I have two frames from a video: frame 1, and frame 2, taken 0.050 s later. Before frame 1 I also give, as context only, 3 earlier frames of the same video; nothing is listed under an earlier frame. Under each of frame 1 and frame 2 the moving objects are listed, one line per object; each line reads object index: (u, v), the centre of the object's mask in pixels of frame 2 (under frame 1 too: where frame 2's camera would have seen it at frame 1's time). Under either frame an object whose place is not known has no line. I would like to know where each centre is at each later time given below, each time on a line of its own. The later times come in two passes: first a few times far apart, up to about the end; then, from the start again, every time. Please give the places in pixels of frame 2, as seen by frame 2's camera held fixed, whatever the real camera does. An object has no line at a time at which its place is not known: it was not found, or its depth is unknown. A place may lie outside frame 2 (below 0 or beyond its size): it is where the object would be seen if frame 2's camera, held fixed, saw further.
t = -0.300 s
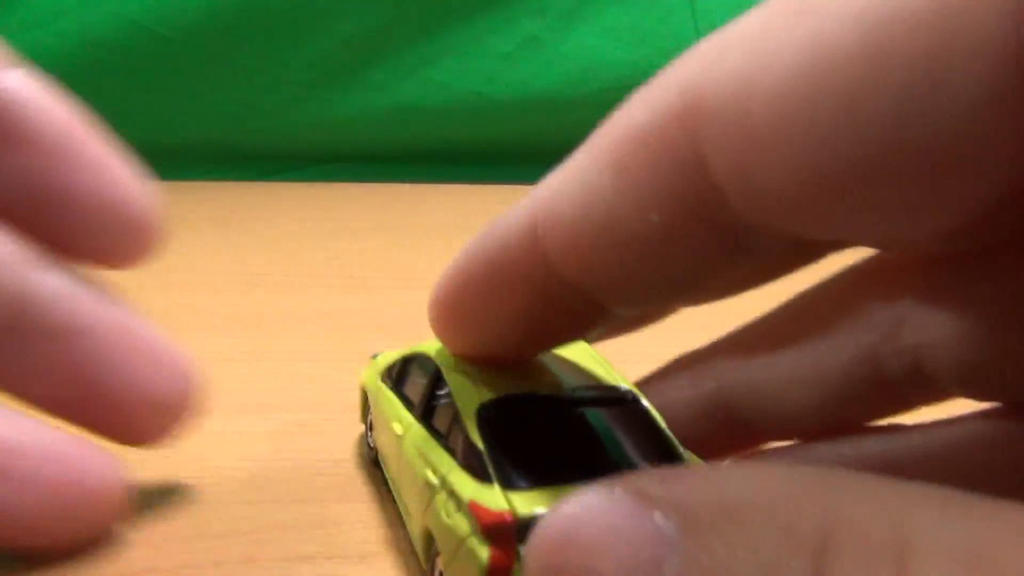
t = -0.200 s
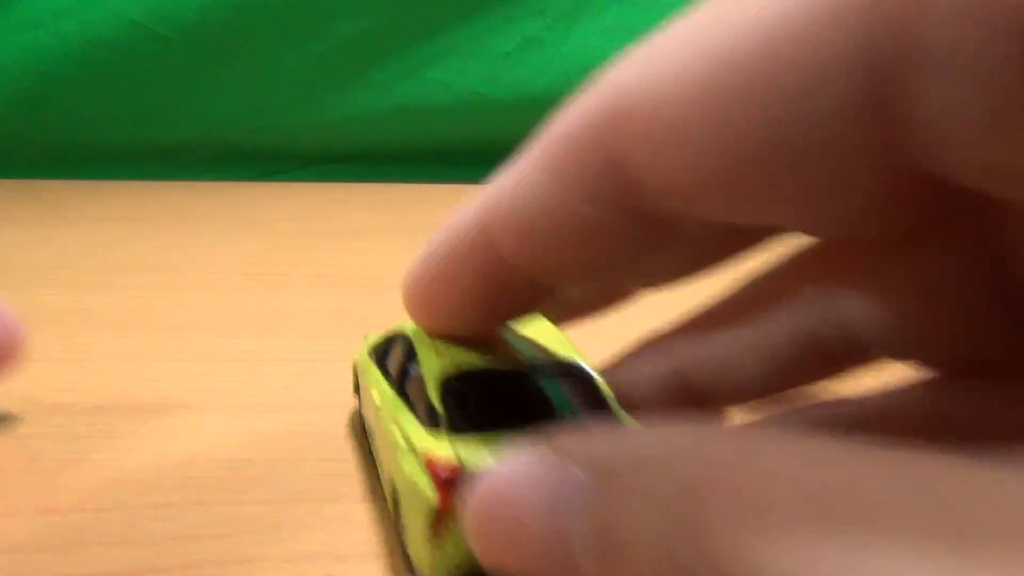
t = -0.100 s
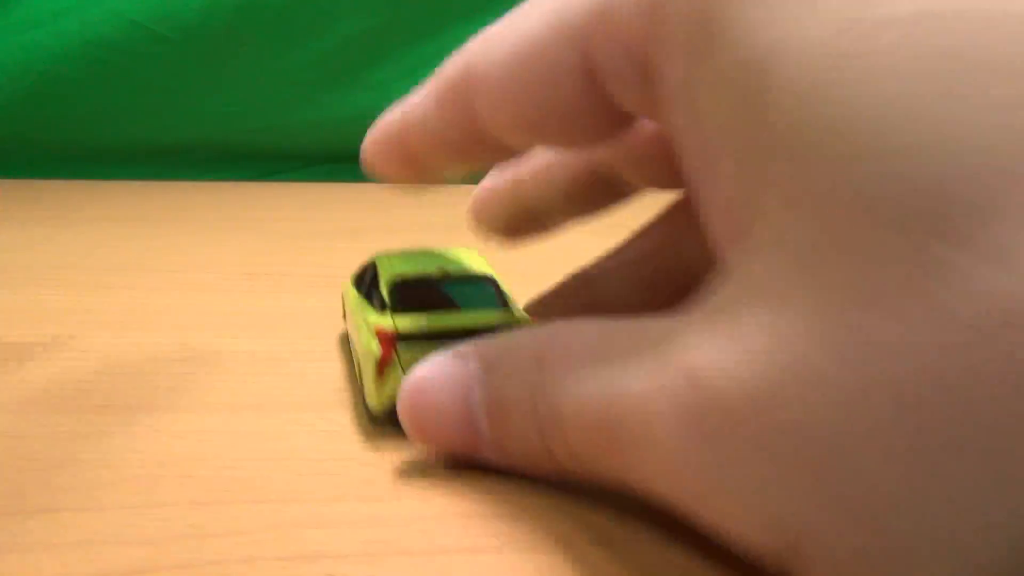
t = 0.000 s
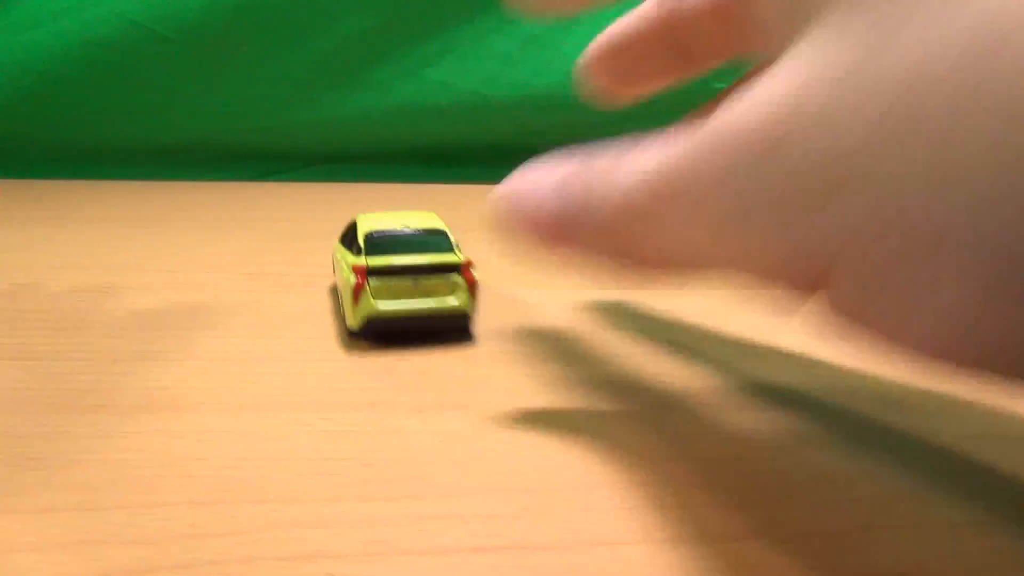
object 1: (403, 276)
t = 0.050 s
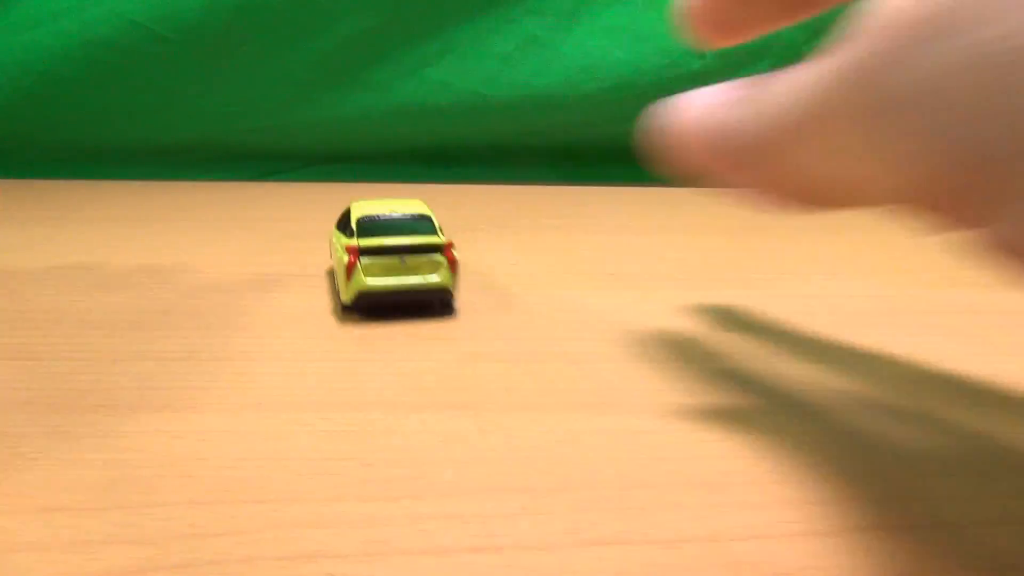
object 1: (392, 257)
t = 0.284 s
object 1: (367, 208)
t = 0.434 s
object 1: (360, 192)
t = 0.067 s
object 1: (390, 251)
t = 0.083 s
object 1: (387, 245)
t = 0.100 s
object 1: (384, 242)
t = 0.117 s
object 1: (382, 238)
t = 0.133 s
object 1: (380, 232)
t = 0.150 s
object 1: (378, 230)
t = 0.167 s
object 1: (376, 226)
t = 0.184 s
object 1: (374, 222)
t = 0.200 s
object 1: (373, 220)
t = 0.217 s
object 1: (371, 217)
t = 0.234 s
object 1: (370, 214)
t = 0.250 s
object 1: (369, 213)
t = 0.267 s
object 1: (368, 209)
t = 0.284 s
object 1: (367, 208)
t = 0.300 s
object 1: (366, 206)
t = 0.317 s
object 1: (365, 203)
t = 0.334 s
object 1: (364, 202)
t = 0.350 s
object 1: (363, 199)
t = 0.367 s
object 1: (363, 198)
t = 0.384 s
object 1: (362, 195)
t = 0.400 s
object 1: (361, 194)
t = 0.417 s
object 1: (361, 193)
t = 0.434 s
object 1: (360, 192)
